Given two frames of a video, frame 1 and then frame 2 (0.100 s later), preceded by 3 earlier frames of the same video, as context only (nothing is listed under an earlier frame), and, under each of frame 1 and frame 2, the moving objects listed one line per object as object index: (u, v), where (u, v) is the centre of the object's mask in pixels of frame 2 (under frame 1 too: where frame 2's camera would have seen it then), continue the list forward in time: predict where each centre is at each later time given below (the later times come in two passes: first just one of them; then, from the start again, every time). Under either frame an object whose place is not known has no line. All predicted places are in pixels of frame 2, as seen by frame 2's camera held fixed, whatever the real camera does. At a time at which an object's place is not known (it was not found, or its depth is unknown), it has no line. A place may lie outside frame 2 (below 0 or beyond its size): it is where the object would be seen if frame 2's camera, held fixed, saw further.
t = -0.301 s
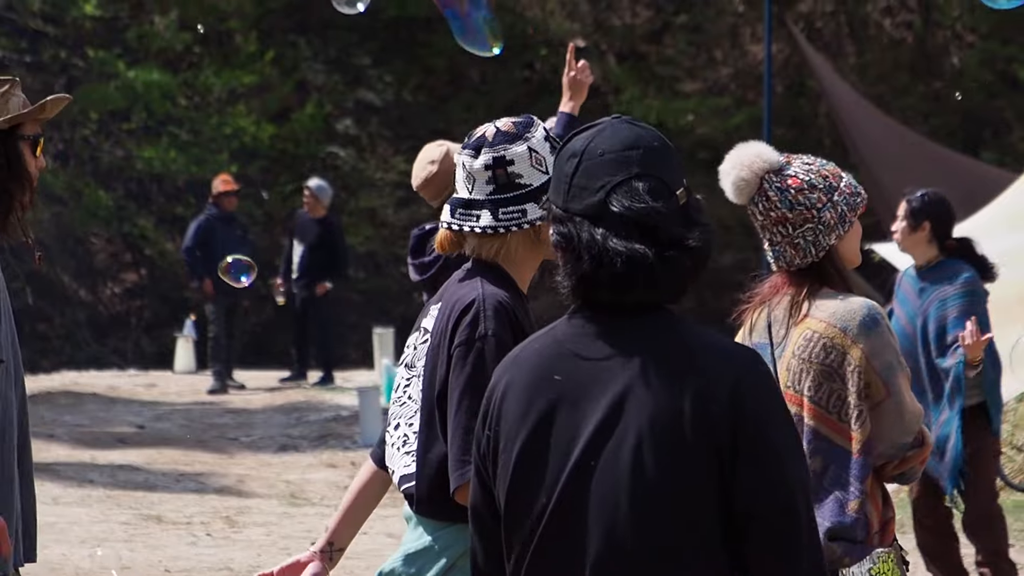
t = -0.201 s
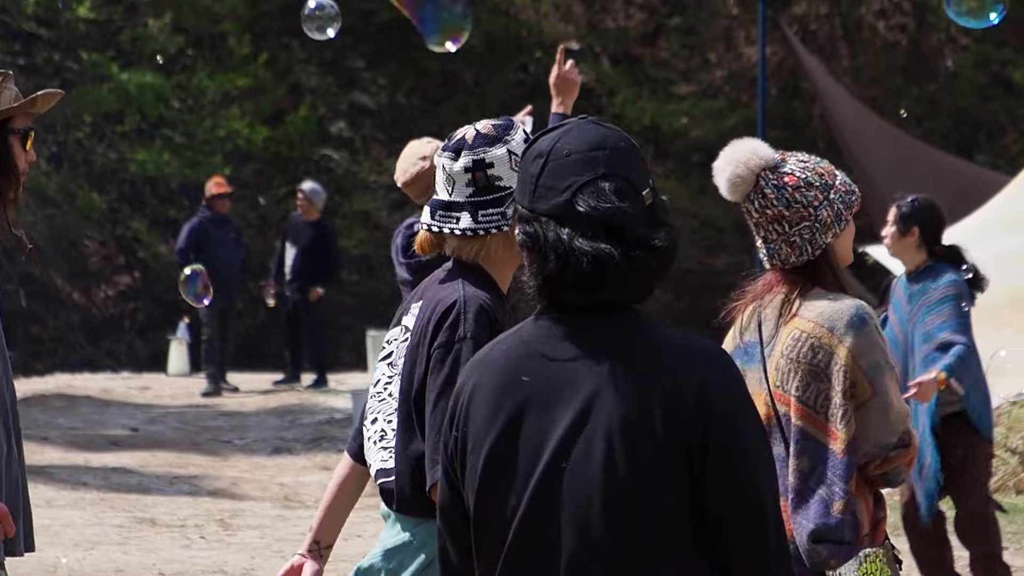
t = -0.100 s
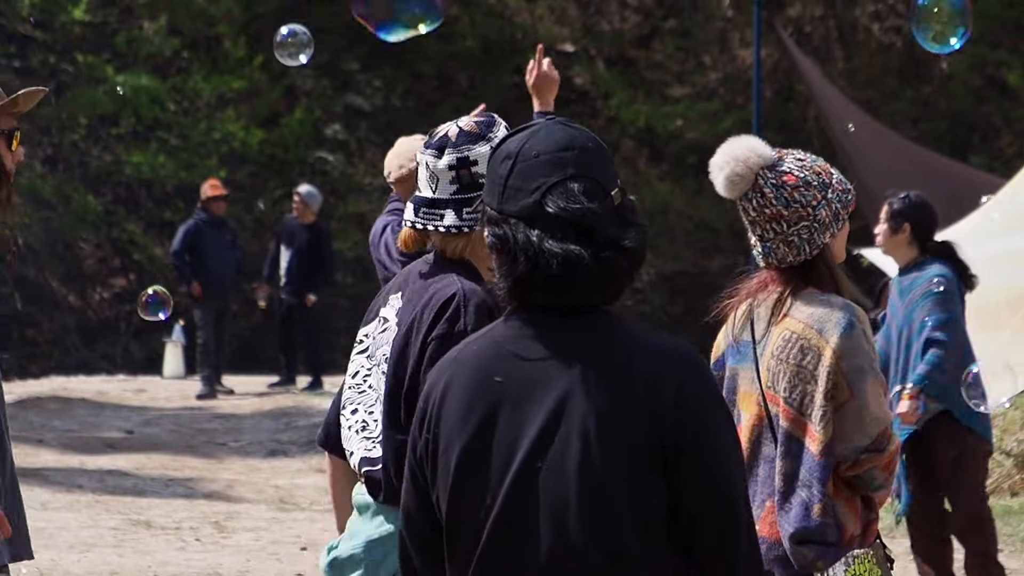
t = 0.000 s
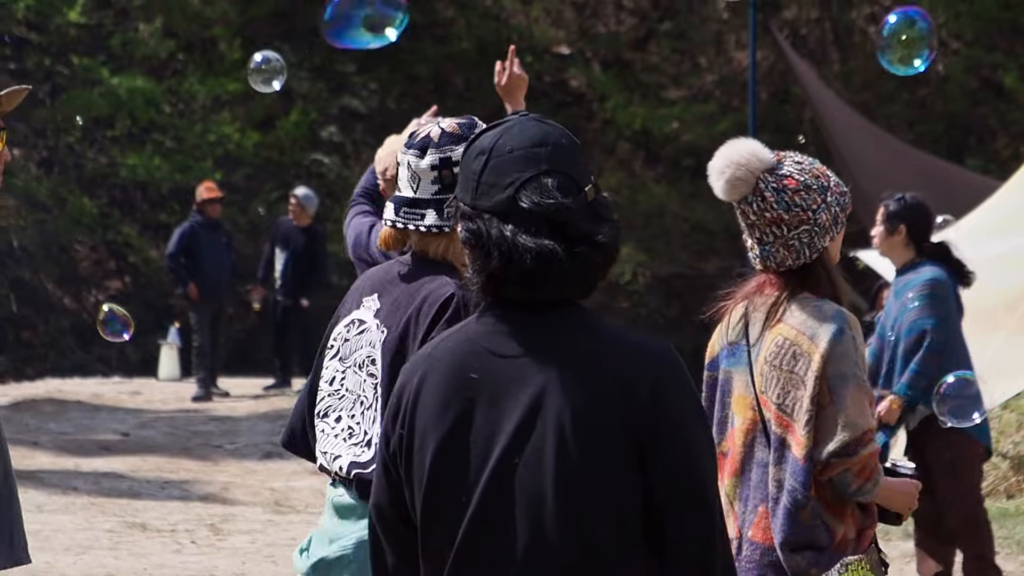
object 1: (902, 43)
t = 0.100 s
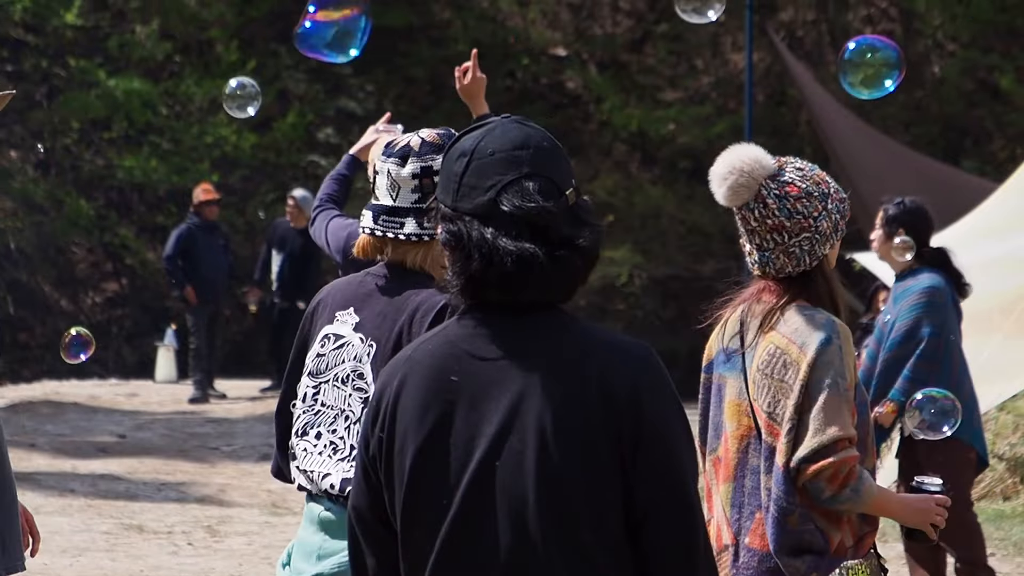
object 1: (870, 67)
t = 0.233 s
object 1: (827, 98)
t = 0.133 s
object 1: (860, 74)
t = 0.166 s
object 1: (848, 82)
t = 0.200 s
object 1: (838, 90)
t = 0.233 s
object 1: (827, 98)
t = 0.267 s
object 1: (816, 106)
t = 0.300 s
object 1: (804, 115)
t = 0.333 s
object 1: (791, 122)
